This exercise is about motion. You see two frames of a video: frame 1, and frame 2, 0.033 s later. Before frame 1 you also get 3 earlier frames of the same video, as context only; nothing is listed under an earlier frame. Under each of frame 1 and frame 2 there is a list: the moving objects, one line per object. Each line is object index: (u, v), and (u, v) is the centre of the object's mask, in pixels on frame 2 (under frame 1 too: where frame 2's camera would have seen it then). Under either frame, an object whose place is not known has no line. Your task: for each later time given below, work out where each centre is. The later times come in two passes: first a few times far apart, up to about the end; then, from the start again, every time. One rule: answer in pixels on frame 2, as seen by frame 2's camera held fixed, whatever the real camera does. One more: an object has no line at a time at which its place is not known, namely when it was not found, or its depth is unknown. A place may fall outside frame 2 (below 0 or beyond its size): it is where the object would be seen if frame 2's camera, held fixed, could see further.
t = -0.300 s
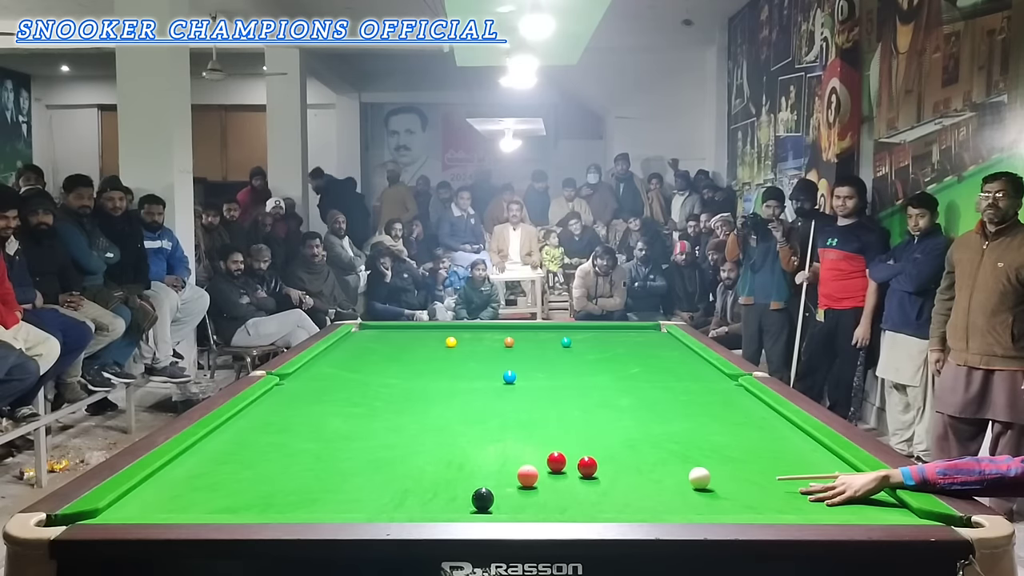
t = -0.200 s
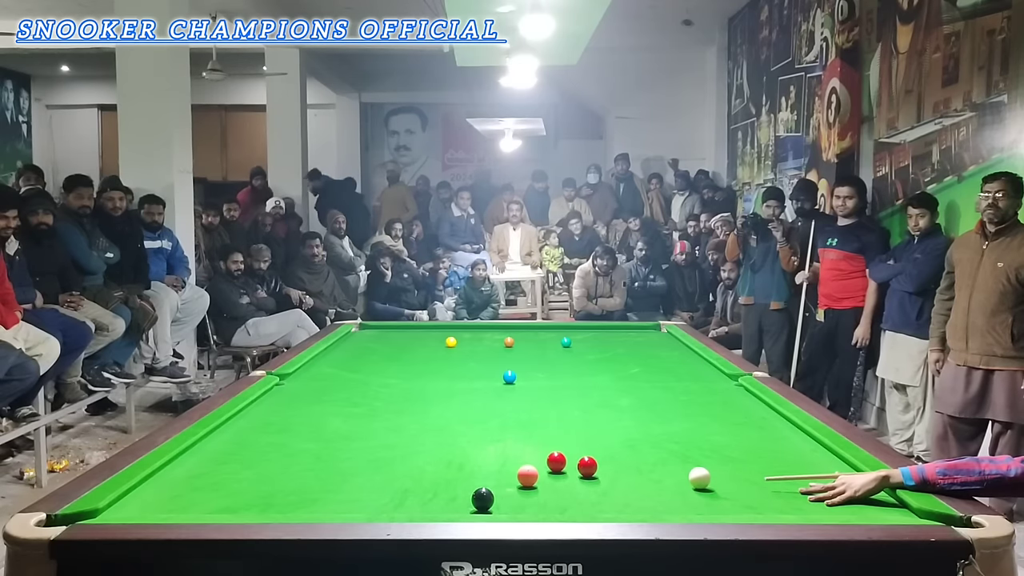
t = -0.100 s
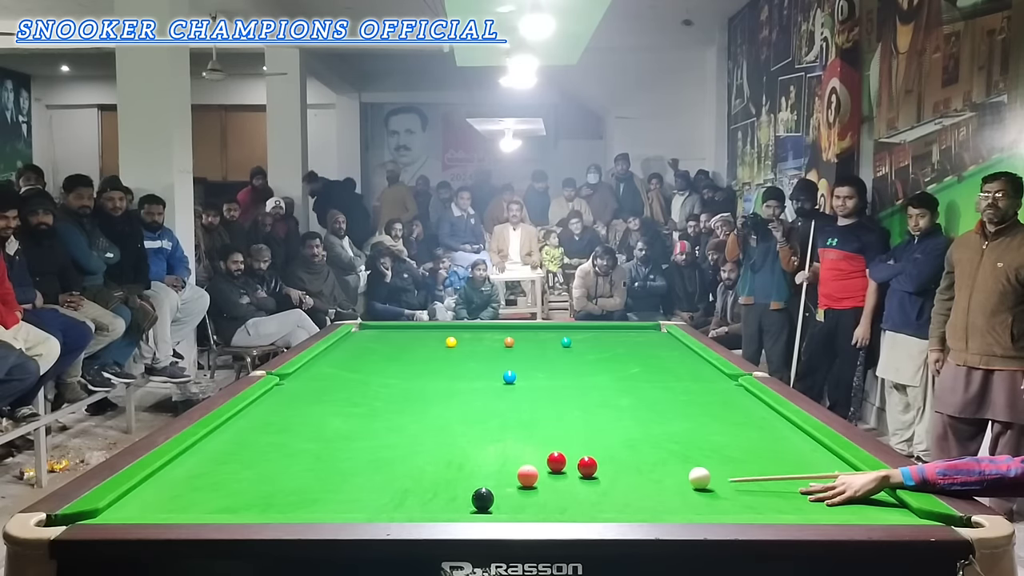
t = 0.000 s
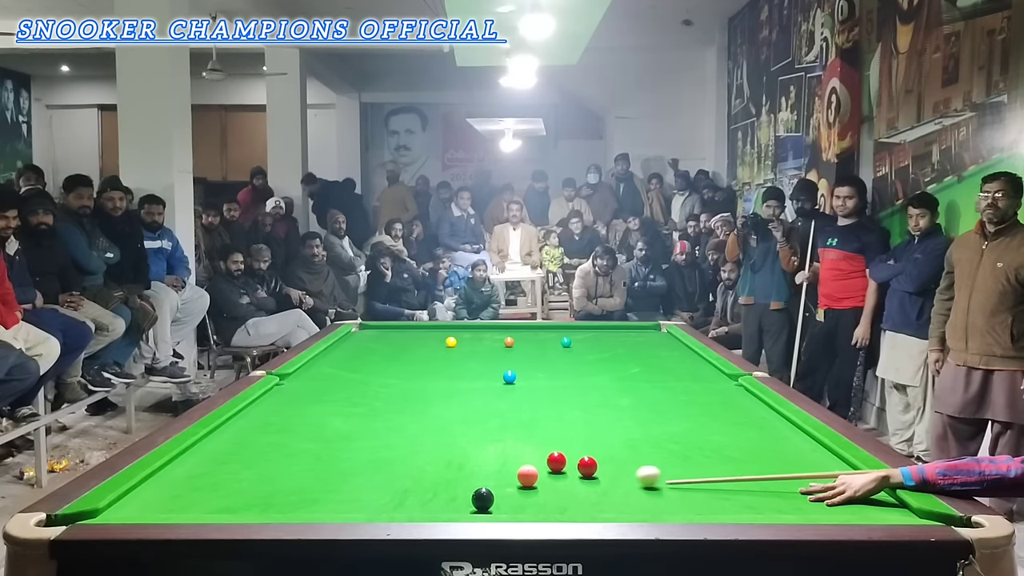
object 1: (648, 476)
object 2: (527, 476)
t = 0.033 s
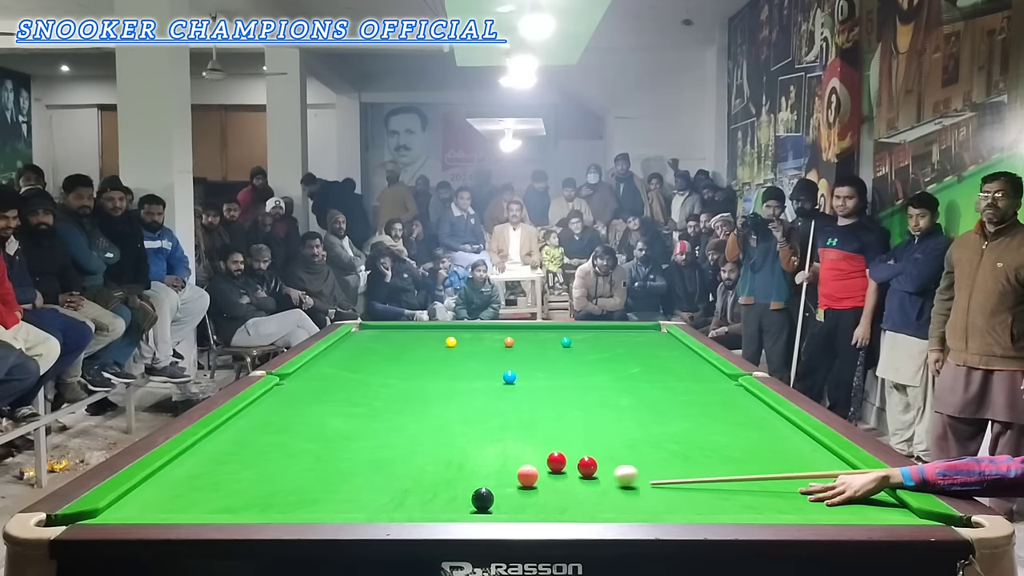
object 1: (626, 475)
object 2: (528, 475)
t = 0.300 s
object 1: (532, 468)
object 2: (492, 479)
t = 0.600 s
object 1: (501, 458)
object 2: (420, 487)
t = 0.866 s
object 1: (476, 450)
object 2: (357, 494)
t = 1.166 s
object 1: (453, 443)
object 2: (287, 501)
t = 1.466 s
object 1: (432, 437)
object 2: (218, 506)
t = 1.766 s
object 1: (415, 432)
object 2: (150, 510)
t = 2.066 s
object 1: (401, 428)
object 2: (107, 510)
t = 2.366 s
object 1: (389, 424)
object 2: (111, 511)
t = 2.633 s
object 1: (381, 422)
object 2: (121, 511)
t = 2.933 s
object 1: (373, 419)
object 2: (125, 511)
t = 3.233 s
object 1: (368, 418)
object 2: (126, 511)
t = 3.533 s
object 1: (364, 417)
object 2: (126, 511)
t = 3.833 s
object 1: (363, 417)
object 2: (126, 511)
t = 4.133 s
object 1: (362, 417)
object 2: (126, 511)
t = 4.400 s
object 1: (362, 417)
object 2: (126, 511)
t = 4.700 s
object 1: (362, 417)
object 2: (126, 511)
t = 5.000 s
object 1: (362, 417)
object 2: (126, 511)
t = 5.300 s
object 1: (362, 417)
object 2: (126, 511)
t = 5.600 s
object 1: (362, 417)
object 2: (126, 511)
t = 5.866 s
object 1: (362, 417)
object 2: (126, 511)
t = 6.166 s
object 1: (362, 417)
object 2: (126, 511)
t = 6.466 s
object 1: (363, 417)
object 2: (126, 511)
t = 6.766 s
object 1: (363, 417)
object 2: (125, 511)
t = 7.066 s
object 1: (363, 417)
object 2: (126, 511)
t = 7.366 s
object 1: (362, 417)
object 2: (126, 511)
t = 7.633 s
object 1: (363, 417)
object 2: (126, 511)
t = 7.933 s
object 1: (363, 417)
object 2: (126, 511)
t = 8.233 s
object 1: (363, 417)
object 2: (126, 511)
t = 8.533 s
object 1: (363, 417)
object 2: (126, 511)
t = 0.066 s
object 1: (604, 475)
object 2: (528, 476)
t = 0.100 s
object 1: (586, 474)
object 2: (527, 475)
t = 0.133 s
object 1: (567, 474)
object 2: (527, 476)
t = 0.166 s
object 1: (551, 474)
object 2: (527, 476)
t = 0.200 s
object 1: (544, 472)
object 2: (520, 476)
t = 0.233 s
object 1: (541, 471)
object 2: (510, 477)
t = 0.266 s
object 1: (537, 470)
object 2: (500, 479)
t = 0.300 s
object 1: (532, 468)
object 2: (492, 479)
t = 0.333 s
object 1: (529, 467)
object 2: (484, 479)
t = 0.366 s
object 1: (525, 466)
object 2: (476, 480)
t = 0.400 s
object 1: (522, 465)
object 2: (468, 482)
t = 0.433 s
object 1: (518, 463)
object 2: (460, 483)
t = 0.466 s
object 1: (515, 462)
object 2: (452, 483)
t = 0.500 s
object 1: (511, 461)
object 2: (444, 484)
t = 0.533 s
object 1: (507, 460)
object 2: (436, 485)
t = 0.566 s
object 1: (504, 459)
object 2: (428, 486)
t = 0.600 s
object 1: (501, 458)
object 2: (420, 487)
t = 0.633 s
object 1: (498, 457)
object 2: (412, 488)
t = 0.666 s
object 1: (494, 456)
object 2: (404, 489)
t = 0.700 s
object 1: (491, 455)
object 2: (396, 490)
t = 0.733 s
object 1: (488, 454)
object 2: (389, 490)
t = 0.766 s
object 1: (485, 453)
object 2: (381, 491)
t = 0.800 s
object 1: (482, 452)
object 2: (373, 492)
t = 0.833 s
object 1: (479, 451)
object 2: (365, 493)
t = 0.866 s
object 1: (476, 450)
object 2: (357, 494)
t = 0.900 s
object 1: (474, 449)
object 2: (349, 495)
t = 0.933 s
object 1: (471, 449)
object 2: (341, 496)
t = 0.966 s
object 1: (468, 448)
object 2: (333, 497)
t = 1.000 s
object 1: (465, 447)
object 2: (326, 498)
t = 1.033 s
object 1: (463, 446)
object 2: (318, 498)
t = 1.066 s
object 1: (460, 445)
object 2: (310, 499)
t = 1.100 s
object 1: (457, 445)
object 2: (302, 500)
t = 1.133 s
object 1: (455, 444)
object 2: (294, 501)
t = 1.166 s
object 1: (453, 443)
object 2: (287, 501)
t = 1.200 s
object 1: (450, 442)
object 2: (279, 502)
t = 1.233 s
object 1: (448, 442)
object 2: (271, 503)
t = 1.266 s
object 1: (445, 441)
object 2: (263, 503)
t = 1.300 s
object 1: (443, 440)
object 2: (256, 504)
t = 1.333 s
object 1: (441, 440)
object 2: (248, 504)
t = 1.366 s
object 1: (439, 439)
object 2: (241, 505)
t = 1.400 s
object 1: (437, 438)
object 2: (233, 506)
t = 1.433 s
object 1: (435, 438)
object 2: (226, 506)
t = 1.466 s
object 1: (432, 437)
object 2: (218, 506)
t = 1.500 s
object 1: (431, 436)
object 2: (210, 507)
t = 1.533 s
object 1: (428, 436)
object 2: (202, 507)
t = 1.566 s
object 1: (426, 435)
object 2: (195, 508)
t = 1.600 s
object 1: (424, 435)
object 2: (188, 508)
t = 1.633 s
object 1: (423, 434)
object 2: (180, 508)
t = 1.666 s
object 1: (421, 434)
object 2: (172, 509)
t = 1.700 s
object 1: (419, 433)
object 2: (165, 509)
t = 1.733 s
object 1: (417, 432)
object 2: (158, 510)
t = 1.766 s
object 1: (415, 432)
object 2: (150, 510)
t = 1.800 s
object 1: (414, 431)
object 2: (144, 510)
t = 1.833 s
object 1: (412, 431)
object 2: (139, 510)
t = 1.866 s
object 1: (410, 430)
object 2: (134, 510)
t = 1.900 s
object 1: (409, 430)
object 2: (130, 510)
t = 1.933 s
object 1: (407, 429)
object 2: (125, 510)
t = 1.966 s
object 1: (405, 429)
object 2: (121, 510)
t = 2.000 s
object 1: (404, 429)
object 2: (116, 510)
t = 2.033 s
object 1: (402, 428)
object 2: (112, 510)
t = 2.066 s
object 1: (401, 428)
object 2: (107, 510)
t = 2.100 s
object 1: (400, 427)
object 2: (103, 510)
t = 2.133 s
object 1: (398, 427)
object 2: (102, 510)
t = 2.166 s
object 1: (397, 426)
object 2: (103, 510)
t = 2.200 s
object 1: (395, 426)
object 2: (104, 510)
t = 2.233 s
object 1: (394, 425)
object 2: (106, 511)
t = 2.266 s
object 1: (393, 425)
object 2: (107, 511)
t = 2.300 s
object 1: (392, 425)
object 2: (109, 511)
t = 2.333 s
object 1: (390, 424)
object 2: (110, 511)
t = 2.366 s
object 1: (389, 424)
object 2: (111, 511)
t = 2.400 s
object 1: (388, 424)
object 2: (112, 511)
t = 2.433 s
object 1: (387, 423)
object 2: (114, 511)
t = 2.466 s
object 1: (386, 423)
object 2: (115, 511)
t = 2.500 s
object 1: (385, 423)
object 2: (116, 511)
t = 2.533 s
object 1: (384, 423)
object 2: (118, 511)
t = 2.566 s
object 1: (383, 422)
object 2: (118, 511)
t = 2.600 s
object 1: (382, 422)
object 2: (119, 511)
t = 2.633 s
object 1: (381, 422)
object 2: (121, 511)
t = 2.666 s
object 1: (380, 421)
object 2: (122, 511)
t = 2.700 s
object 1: (379, 421)
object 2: (123, 511)
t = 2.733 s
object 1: (378, 421)
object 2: (123, 511)
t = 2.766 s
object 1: (377, 421)
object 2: (124, 511)
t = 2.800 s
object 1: (377, 420)
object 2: (124, 511)
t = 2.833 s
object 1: (376, 420)
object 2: (125, 511)
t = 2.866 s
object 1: (375, 420)
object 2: (125, 511)
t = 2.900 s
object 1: (374, 420)
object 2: (125, 511)
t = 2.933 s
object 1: (373, 419)
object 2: (125, 511)
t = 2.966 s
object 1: (373, 419)
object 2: (125, 511)
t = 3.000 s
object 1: (372, 419)
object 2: (125, 511)
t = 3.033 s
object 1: (371, 419)
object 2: (125, 511)
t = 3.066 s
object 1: (371, 419)
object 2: (126, 511)
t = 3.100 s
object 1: (370, 419)
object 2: (126, 511)
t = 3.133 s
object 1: (370, 418)
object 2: (126, 511)
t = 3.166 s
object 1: (369, 418)
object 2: (126, 511)
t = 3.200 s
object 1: (368, 418)
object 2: (126, 511)
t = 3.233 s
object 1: (368, 418)
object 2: (126, 511)
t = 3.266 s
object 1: (367, 418)
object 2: (126, 511)
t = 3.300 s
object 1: (367, 418)
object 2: (126, 511)
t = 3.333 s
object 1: (367, 418)
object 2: (126, 511)
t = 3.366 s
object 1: (366, 418)
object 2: (126, 511)
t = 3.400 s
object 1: (366, 417)
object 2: (126, 511)
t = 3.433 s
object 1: (366, 417)
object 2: (126, 511)
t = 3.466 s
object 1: (365, 417)
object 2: (126, 511)
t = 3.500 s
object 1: (365, 417)
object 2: (126, 511)
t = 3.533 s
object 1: (364, 417)
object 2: (126, 511)
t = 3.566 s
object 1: (364, 417)
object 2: (126, 511)
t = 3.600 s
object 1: (364, 417)
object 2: (126, 511)
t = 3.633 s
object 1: (364, 417)
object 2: (126, 511)
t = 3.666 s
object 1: (363, 417)
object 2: (126, 511)
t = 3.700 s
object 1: (363, 417)
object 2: (126, 511)
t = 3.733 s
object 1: (363, 417)
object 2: (126, 511)
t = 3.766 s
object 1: (363, 417)
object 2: (126, 511)
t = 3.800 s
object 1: (363, 417)
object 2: (126, 511)
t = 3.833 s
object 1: (363, 417)
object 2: (126, 511)
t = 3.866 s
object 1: (363, 417)
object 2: (125, 511)
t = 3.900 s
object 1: (362, 417)
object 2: (125, 511)
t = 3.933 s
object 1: (362, 417)
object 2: (125, 511)
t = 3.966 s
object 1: (362, 417)
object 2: (125, 511)
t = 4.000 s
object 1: (362, 417)
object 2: (125, 511)
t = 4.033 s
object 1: (362, 417)
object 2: (126, 511)
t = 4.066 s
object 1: (362, 417)
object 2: (126, 511)
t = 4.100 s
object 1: (362, 417)
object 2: (126, 511)
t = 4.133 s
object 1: (362, 417)
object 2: (126, 511)
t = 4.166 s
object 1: (362, 417)
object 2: (126, 511)
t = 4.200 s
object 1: (362, 417)
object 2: (126, 511)
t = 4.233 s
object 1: (362, 417)
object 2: (125, 511)
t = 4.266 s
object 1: (362, 417)
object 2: (125, 511)
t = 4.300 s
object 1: (362, 417)
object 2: (125, 511)
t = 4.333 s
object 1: (362, 417)
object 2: (125, 511)
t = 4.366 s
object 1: (362, 417)
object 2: (126, 511)
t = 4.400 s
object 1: (362, 417)
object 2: (126, 511)
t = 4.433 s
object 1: (362, 417)
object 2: (126, 511)
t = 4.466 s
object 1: (363, 417)
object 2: (126, 511)
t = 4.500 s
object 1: (363, 417)
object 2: (126, 511)
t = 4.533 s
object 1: (363, 417)
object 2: (126, 511)
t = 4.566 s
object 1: (362, 417)
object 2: (126, 511)
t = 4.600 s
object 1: (362, 417)
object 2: (126, 511)
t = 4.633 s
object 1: (362, 417)
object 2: (126, 511)
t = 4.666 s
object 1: (362, 417)
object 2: (126, 511)
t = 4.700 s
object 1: (362, 417)
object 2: (126, 511)
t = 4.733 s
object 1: (362, 417)
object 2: (126, 511)
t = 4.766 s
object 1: (362, 417)
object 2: (126, 511)
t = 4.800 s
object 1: (362, 417)
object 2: (126, 511)
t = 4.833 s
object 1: (362, 417)
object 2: (126, 511)
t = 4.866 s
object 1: (362, 417)
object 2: (126, 511)
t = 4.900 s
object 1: (362, 417)
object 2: (126, 511)
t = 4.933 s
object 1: (362, 417)
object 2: (126, 511)
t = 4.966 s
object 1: (362, 417)
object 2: (126, 511)
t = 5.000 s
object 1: (362, 417)
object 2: (126, 511)
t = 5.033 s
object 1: (362, 417)
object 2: (126, 511)
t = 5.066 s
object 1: (362, 417)
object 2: (126, 511)
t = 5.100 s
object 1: (362, 417)
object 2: (126, 511)
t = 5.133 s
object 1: (363, 417)
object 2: (126, 511)
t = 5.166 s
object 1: (363, 417)
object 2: (126, 511)
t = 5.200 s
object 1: (363, 417)
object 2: (126, 511)
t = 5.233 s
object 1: (362, 417)
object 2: (126, 511)
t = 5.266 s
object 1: (362, 417)
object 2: (125, 511)
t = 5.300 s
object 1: (362, 417)
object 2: (126, 511)
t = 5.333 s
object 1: (362, 417)
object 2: (126, 511)
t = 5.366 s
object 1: (363, 417)
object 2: (125, 511)
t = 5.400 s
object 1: (362, 417)
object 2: (125, 511)
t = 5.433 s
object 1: (362, 417)
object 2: (125, 511)
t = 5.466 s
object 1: (362, 417)
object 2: (125, 511)
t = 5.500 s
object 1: (362, 417)
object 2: (126, 511)
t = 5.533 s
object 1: (362, 417)
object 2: (126, 511)
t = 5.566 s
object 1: (362, 417)
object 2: (126, 511)
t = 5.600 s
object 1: (362, 417)
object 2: (126, 511)
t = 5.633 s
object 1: (362, 417)
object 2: (125, 511)
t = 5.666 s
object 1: (362, 417)
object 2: (126, 511)
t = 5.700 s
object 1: (363, 417)
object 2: (125, 511)
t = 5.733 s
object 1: (362, 417)
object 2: (126, 511)
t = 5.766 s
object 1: (362, 417)
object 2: (125, 511)
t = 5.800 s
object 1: (362, 417)
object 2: (126, 511)
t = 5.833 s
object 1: (362, 417)
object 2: (126, 511)
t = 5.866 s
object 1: (362, 417)
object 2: (126, 511)
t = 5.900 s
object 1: (362, 417)
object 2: (126, 511)
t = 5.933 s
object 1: (362, 417)
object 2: (126, 511)
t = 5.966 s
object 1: (362, 417)
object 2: (126, 511)
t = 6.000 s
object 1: (362, 417)
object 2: (126, 511)
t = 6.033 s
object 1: (362, 417)
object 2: (126, 511)
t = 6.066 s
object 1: (362, 417)
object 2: (126, 511)
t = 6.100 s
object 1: (362, 417)
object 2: (126, 511)
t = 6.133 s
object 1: (362, 417)
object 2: (126, 511)
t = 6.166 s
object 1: (362, 417)
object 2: (126, 511)
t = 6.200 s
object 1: (362, 417)
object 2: (126, 511)
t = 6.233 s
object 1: (362, 417)
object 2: (126, 511)
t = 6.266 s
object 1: (362, 417)
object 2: (126, 511)
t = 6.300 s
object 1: (362, 417)
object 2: (126, 511)
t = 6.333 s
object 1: (362, 417)
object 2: (126, 511)
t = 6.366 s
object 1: (363, 417)
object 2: (126, 511)
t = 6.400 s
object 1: (363, 417)
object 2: (126, 511)
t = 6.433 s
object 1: (362, 417)
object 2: (126, 511)
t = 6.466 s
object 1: (363, 417)
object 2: (126, 511)
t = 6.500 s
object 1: (363, 417)
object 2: (126, 511)
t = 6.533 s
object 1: (363, 417)
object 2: (126, 511)
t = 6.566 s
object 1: (363, 417)
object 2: (126, 511)
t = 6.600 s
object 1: (363, 417)
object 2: (126, 511)
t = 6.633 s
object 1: (363, 417)
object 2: (125, 511)
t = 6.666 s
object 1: (362, 417)
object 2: (125, 511)
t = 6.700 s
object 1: (362, 417)
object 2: (125, 511)
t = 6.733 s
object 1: (362, 417)
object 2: (125, 511)
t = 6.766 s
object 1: (363, 417)
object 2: (125, 511)
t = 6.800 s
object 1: (363, 417)
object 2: (126, 511)
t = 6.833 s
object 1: (363, 417)
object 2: (125, 511)
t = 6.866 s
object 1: (362, 417)
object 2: (125, 511)
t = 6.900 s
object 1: (363, 417)
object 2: (126, 511)
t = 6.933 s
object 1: (362, 417)
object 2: (125, 511)
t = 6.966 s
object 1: (363, 417)
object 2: (126, 511)
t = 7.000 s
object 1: (363, 417)
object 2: (126, 511)
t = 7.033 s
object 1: (363, 417)
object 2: (126, 511)
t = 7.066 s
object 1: (363, 417)
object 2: (126, 511)
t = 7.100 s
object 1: (363, 417)
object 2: (126, 511)
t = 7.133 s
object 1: (363, 417)
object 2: (126, 511)
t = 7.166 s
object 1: (363, 417)
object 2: (126, 511)
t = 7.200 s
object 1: (363, 417)
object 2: (126, 511)
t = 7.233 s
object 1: (362, 417)
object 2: (126, 511)
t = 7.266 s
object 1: (363, 417)
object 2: (126, 511)
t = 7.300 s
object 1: (362, 417)
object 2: (126, 511)
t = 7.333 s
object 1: (362, 417)
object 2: (126, 511)
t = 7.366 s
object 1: (362, 417)
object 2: (126, 511)
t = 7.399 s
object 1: (362, 417)
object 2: (126, 511)
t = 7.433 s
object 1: (362, 417)
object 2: (126, 511)
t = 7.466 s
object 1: (363, 417)
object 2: (126, 511)
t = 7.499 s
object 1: (363, 417)
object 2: (126, 511)
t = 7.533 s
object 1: (362, 417)
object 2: (126, 511)
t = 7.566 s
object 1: (362, 417)
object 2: (126, 511)
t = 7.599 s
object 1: (363, 417)
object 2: (126, 511)
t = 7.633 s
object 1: (363, 417)
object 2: (126, 511)
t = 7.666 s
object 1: (362, 417)
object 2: (126, 511)
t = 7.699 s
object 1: (362, 417)
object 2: (126, 511)
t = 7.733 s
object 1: (362, 417)
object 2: (126, 511)
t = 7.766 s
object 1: (362, 417)
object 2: (126, 511)
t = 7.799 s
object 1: (362, 417)
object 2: (126, 511)
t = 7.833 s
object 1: (362, 417)
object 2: (126, 511)
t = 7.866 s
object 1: (363, 417)
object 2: (126, 511)
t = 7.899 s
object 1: (363, 417)
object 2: (126, 511)
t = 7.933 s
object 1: (363, 417)
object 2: (126, 511)
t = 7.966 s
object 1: (363, 417)
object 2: (126, 511)
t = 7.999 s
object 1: (363, 417)
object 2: (126, 511)
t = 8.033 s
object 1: (363, 417)
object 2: (126, 511)
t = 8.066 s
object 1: (363, 417)
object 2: (126, 511)
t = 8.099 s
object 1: (363, 417)
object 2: (126, 511)
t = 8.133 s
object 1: (362, 417)
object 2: (126, 511)
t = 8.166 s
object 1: (363, 417)
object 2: (126, 511)
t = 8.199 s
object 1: (363, 417)
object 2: (126, 511)
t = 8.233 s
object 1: (363, 417)
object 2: (126, 511)
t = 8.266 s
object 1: (363, 417)
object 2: (126, 511)
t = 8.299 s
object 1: (363, 417)
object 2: (126, 511)
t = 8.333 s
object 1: (363, 417)
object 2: (126, 511)
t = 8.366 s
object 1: (363, 417)
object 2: (126, 511)
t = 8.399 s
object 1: (363, 417)
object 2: (126, 511)
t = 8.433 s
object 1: (363, 417)
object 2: (126, 511)
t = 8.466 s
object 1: (363, 417)
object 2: (126, 511)
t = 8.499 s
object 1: (363, 417)
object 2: (126, 511)
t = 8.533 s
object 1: (363, 417)
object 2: (126, 511)
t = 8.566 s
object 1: (363, 417)
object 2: (126, 511)
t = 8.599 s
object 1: (362, 417)
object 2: (126, 511)
